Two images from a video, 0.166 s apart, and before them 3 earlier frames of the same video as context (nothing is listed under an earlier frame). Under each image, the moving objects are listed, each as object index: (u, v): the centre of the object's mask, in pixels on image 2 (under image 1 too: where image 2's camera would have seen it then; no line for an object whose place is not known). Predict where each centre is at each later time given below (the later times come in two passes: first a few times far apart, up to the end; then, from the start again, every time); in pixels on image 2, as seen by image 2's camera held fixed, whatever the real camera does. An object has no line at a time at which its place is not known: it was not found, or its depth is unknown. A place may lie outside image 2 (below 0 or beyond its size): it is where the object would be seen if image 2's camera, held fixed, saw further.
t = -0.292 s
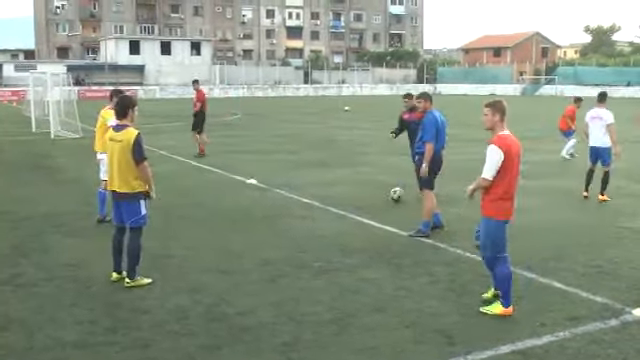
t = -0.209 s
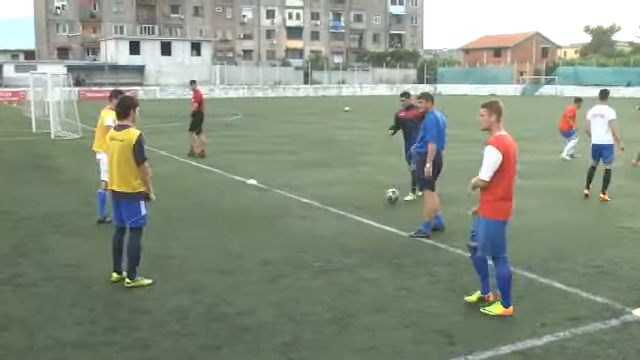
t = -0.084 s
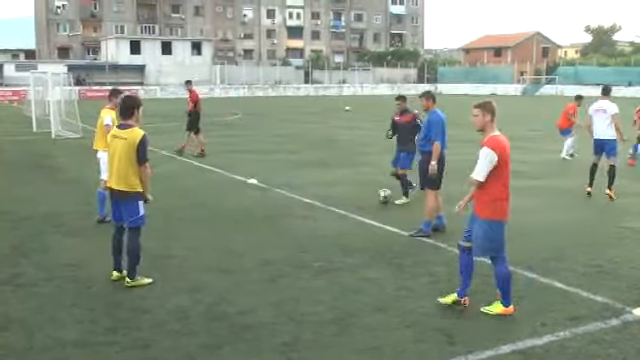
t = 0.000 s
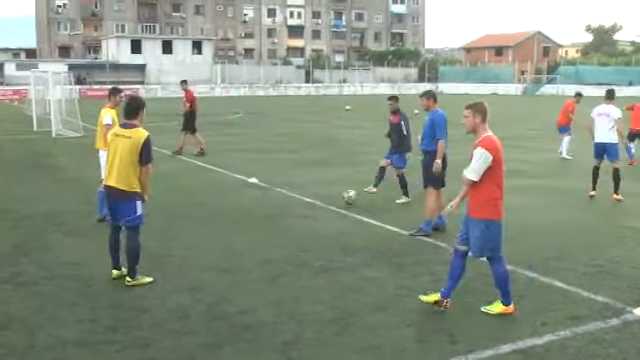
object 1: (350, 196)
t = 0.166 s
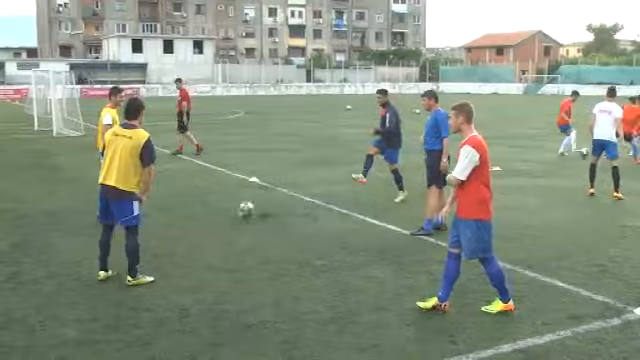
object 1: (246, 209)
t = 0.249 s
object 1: (192, 213)
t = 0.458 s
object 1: (45, 231)
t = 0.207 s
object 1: (218, 209)
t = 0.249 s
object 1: (192, 213)
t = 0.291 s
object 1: (162, 216)
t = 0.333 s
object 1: (138, 221)
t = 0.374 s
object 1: (105, 229)
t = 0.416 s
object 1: (73, 227)
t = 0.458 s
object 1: (45, 231)
